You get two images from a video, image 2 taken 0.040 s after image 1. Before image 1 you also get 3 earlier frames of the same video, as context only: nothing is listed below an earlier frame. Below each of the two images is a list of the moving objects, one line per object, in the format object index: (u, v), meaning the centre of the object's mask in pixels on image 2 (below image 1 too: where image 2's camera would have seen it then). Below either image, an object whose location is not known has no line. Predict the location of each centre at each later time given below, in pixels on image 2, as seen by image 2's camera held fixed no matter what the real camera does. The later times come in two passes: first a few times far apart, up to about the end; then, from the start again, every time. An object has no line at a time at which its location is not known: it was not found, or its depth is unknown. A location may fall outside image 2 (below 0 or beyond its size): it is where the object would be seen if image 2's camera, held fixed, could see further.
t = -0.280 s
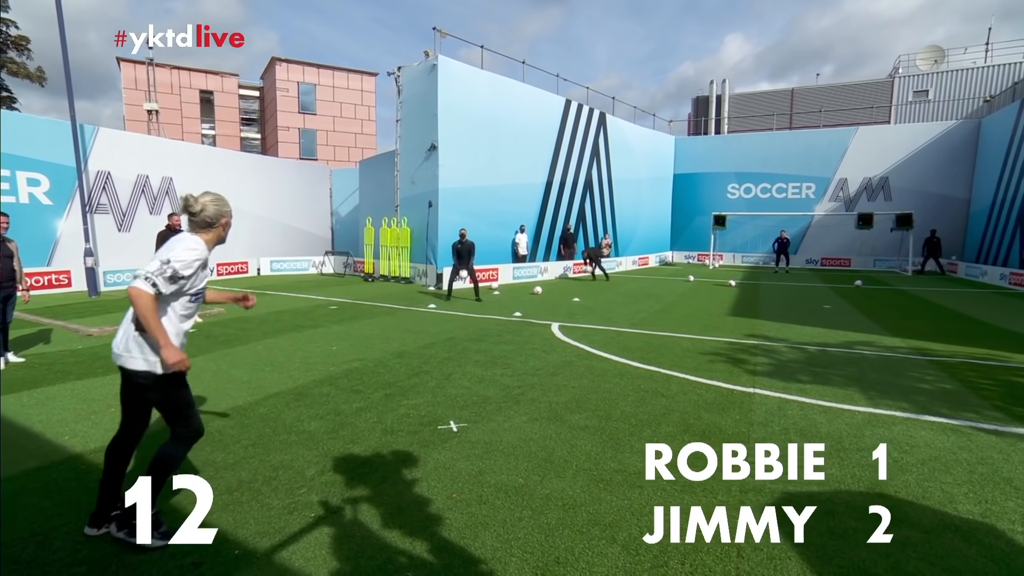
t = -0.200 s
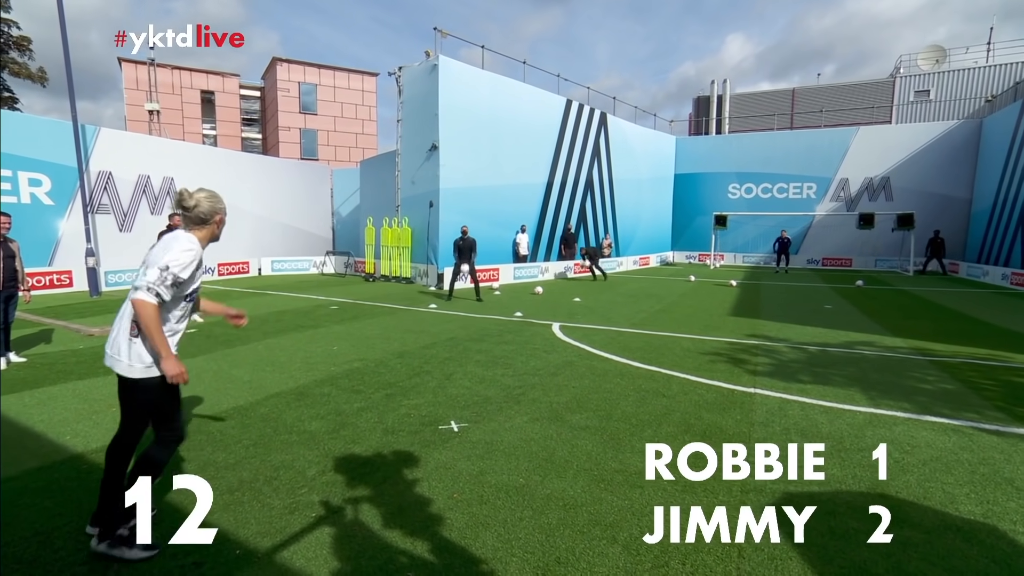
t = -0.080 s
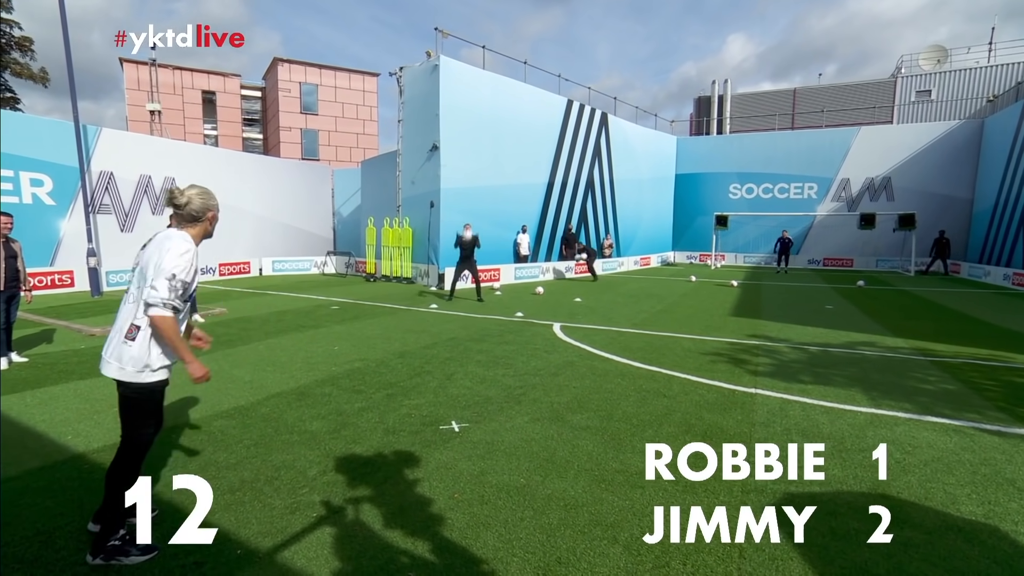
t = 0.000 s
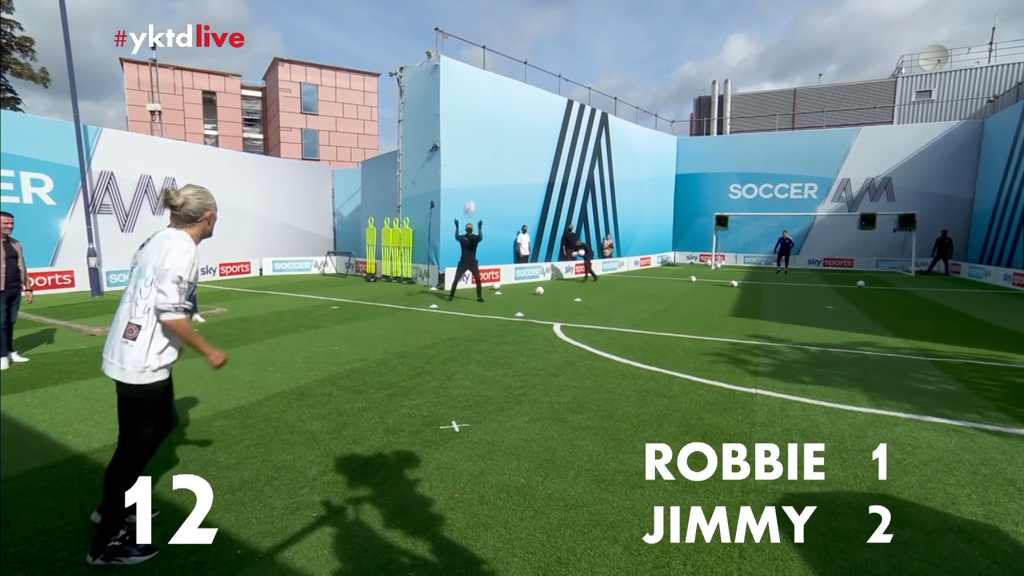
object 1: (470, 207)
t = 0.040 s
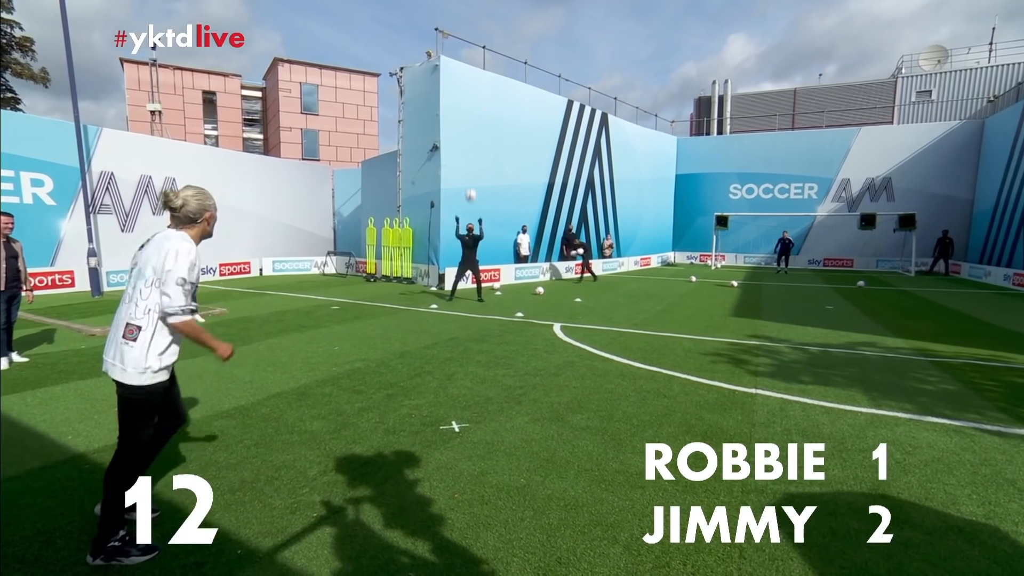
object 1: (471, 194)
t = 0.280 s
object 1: (479, 127)
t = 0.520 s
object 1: (489, 79)
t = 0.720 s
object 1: (501, 65)
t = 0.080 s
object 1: (472, 182)
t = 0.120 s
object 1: (473, 170)
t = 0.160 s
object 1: (474, 159)
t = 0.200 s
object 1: (475, 147)
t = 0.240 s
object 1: (477, 137)
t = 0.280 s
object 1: (479, 127)
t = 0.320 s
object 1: (480, 118)
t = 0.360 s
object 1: (482, 109)
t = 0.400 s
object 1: (483, 102)
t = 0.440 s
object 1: (485, 94)
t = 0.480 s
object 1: (488, 87)
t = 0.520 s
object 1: (489, 79)
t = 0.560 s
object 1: (492, 76)
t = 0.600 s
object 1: (494, 72)
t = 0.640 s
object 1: (497, 69)
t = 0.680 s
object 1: (499, 66)
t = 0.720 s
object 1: (501, 65)
